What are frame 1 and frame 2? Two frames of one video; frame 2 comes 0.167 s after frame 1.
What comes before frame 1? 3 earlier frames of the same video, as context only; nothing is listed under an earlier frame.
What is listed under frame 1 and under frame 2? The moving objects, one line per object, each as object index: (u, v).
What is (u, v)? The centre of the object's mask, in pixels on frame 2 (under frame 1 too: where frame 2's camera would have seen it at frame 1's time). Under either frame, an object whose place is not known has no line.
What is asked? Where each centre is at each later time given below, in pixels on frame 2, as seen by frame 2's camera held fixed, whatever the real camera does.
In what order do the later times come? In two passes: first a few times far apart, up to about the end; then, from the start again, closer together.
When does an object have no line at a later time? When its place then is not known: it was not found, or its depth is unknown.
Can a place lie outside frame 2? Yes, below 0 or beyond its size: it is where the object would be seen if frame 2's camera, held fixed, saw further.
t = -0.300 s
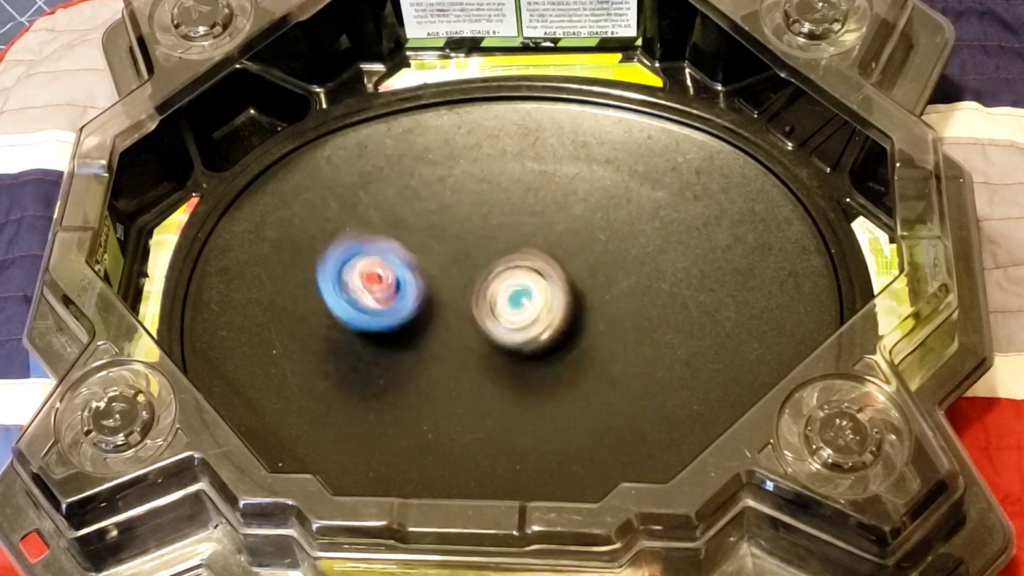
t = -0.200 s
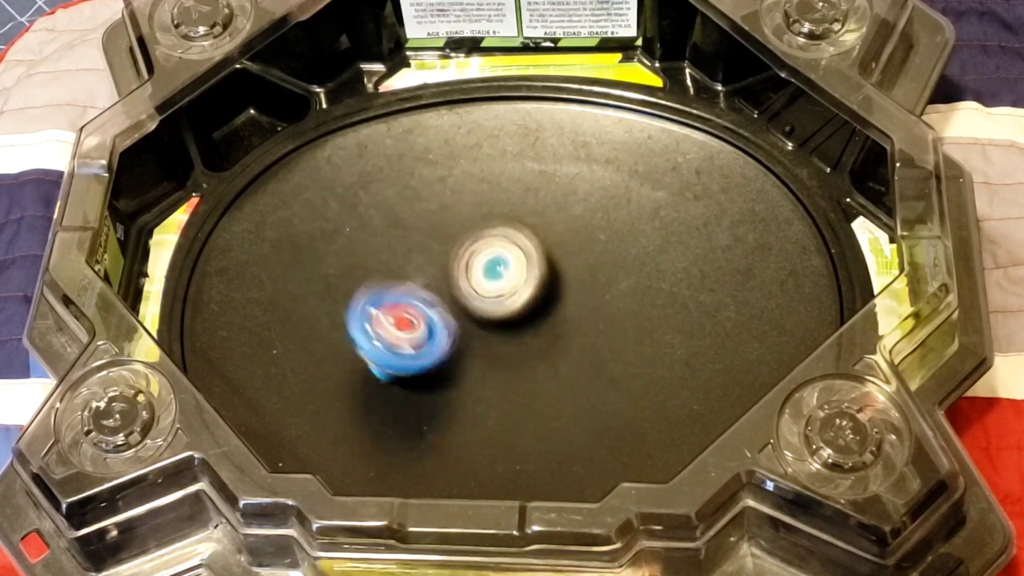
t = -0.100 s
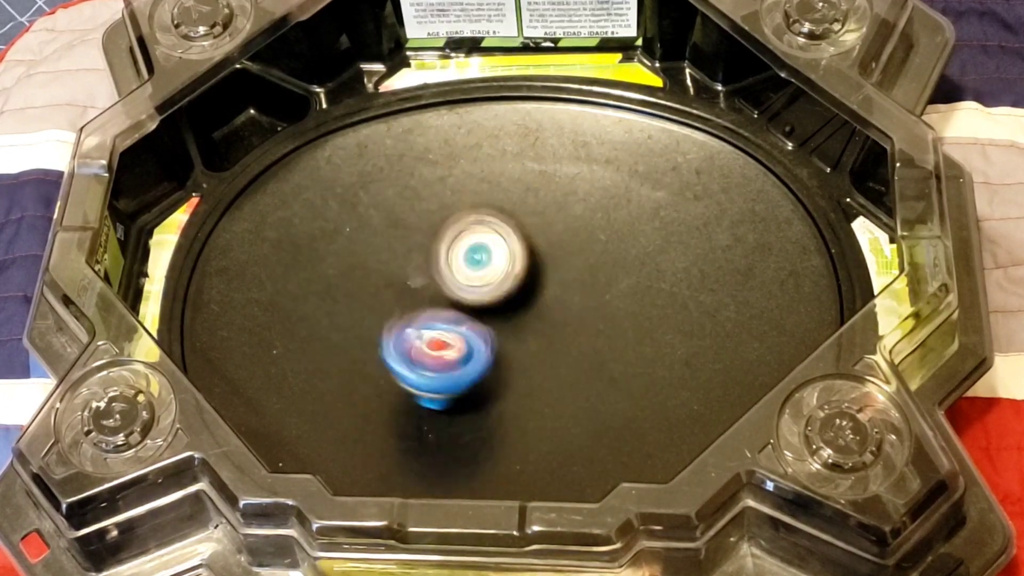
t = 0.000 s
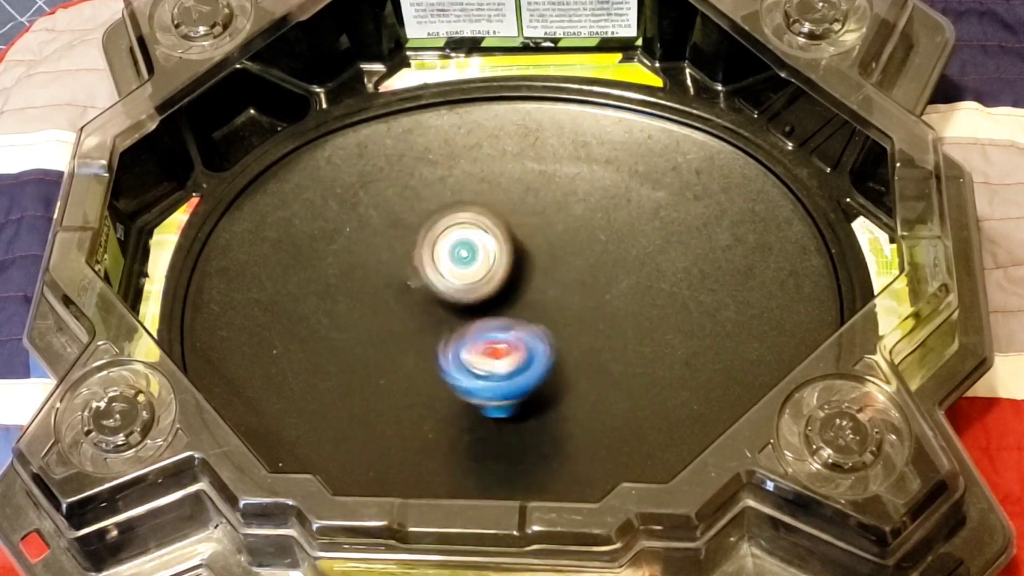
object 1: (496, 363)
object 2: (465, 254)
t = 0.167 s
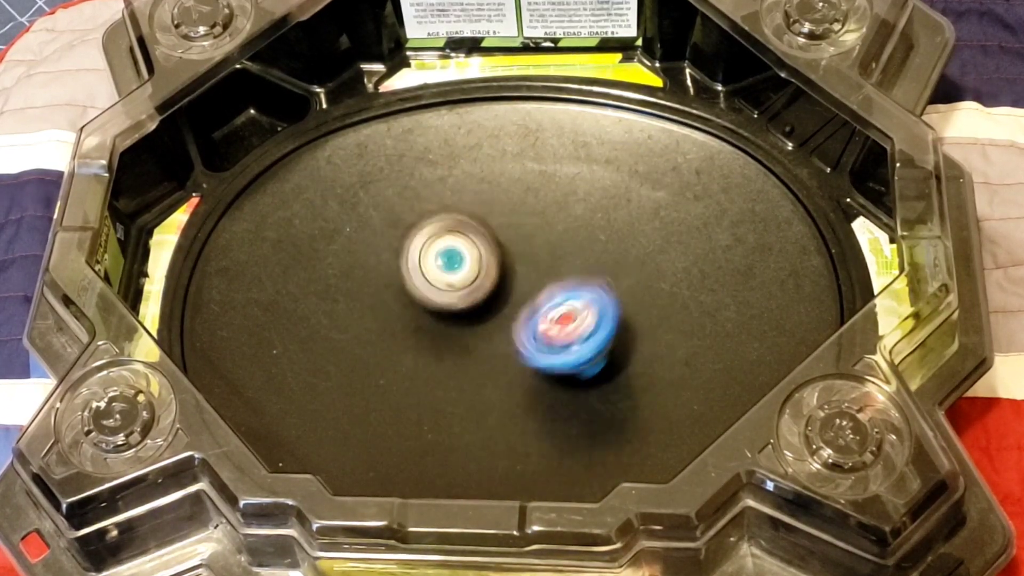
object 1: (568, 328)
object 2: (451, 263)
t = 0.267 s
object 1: (594, 287)
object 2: (446, 278)
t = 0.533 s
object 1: (572, 193)
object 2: (462, 329)
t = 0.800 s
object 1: (490, 224)
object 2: (516, 344)
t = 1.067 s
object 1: (432, 322)
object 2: (603, 313)
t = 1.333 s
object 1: (477, 393)
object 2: (615, 263)
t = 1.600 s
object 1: (555, 344)
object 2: (564, 258)
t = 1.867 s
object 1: (613, 345)
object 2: (391, 259)
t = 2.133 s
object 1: (551, 321)
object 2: (314, 343)
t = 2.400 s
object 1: (515, 331)
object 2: (391, 398)
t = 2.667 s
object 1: (486, 278)
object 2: (533, 371)
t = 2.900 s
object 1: (429, 269)
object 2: (619, 272)
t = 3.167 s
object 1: (458, 277)
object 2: (611, 193)
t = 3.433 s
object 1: (476, 286)
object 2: (547, 220)
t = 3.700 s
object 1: (491, 378)
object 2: (535, 252)
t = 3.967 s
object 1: (549, 384)
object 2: (569, 297)
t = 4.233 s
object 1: (568, 387)
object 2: (569, 281)
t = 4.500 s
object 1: (567, 388)
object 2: (540, 299)
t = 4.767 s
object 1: (571, 390)
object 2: (514, 316)
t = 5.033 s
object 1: (568, 388)
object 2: (489, 345)
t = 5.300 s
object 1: (561, 387)
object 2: (473, 349)
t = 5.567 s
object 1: (560, 387)
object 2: (472, 349)
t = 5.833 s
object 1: (559, 387)
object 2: (472, 349)
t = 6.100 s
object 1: (560, 387)
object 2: (472, 349)
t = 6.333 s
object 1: (559, 387)
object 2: (473, 349)
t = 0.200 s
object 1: (581, 314)
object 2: (448, 266)
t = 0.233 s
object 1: (590, 299)
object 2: (447, 271)
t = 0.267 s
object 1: (594, 287)
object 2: (446, 278)
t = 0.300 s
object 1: (596, 274)
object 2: (445, 285)
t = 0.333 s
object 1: (598, 263)
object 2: (445, 292)
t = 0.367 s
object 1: (599, 247)
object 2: (445, 299)
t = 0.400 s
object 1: (598, 233)
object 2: (447, 306)
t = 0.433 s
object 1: (592, 217)
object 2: (450, 313)
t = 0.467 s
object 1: (584, 209)
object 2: (453, 318)
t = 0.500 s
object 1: (581, 201)
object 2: (457, 324)
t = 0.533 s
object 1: (572, 193)
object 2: (462, 329)
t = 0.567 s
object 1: (561, 187)
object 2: (467, 334)
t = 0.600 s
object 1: (551, 186)
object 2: (472, 338)
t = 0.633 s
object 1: (542, 185)
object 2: (479, 340)
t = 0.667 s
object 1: (529, 189)
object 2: (485, 343)
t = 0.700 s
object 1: (521, 194)
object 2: (493, 345)
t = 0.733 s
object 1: (508, 200)
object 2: (500, 346)
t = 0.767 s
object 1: (496, 212)
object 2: (508, 346)
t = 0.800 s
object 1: (490, 224)
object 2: (516, 344)
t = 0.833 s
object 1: (483, 235)
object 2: (524, 343)
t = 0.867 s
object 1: (477, 247)
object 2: (533, 340)
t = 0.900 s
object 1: (470, 261)
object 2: (541, 338)
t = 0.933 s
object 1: (455, 276)
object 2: (556, 336)
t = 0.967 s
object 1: (445, 288)
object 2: (572, 333)
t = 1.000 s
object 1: (437, 301)
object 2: (583, 326)
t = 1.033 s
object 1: (434, 312)
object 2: (594, 319)
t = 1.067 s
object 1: (432, 322)
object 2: (603, 313)
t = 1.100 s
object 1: (430, 333)
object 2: (610, 305)
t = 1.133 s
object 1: (431, 343)
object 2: (615, 297)
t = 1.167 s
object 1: (433, 354)
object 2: (618, 290)
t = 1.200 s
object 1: (440, 366)
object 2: (620, 283)
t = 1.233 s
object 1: (450, 377)
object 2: (620, 277)
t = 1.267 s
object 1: (459, 385)
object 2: (620, 272)
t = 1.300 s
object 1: (467, 389)
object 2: (617, 268)
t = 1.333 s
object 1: (477, 393)
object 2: (615, 263)
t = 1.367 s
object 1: (491, 394)
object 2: (611, 261)
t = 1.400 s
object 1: (501, 392)
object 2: (608, 258)
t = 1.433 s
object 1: (510, 388)
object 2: (603, 258)
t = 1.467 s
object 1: (521, 380)
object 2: (599, 256)
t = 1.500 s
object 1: (535, 371)
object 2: (591, 257)
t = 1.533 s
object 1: (545, 360)
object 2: (583, 257)
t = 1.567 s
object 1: (550, 352)
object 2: (576, 258)
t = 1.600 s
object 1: (555, 344)
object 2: (564, 258)
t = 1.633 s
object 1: (567, 340)
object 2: (546, 257)
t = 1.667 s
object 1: (579, 349)
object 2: (520, 252)
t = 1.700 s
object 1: (595, 355)
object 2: (489, 246)
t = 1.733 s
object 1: (611, 355)
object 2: (463, 242)
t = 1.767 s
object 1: (621, 353)
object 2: (443, 243)
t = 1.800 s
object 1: (623, 350)
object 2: (422, 247)
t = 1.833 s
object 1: (621, 348)
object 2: (405, 252)
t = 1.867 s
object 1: (613, 345)
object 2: (391, 259)
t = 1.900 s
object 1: (603, 340)
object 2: (374, 267)
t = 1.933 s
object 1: (599, 333)
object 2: (360, 275)
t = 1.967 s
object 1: (593, 331)
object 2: (349, 285)
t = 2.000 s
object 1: (588, 327)
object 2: (338, 294)
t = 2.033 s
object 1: (579, 325)
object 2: (328, 309)
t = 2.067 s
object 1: (568, 323)
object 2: (321, 321)
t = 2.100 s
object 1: (561, 322)
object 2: (317, 332)
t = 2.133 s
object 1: (551, 321)
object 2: (314, 343)
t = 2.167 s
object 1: (545, 324)
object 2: (316, 352)
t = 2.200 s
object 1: (536, 325)
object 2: (320, 364)
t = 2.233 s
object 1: (531, 328)
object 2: (328, 373)
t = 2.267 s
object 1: (527, 332)
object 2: (337, 380)
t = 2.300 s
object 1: (524, 334)
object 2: (347, 386)
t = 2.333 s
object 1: (522, 335)
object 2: (359, 393)
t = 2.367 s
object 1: (518, 332)
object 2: (375, 397)
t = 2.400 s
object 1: (515, 331)
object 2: (391, 398)
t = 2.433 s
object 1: (512, 334)
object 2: (409, 398)
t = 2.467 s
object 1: (511, 336)
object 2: (427, 395)
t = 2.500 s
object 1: (512, 328)
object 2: (444, 396)
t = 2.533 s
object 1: (510, 313)
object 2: (461, 397)
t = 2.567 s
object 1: (506, 302)
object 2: (479, 394)
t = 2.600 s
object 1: (501, 292)
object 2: (497, 388)
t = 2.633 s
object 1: (494, 285)
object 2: (514, 380)
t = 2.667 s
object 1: (486, 278)
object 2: (533, 371)
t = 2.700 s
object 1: (478, 274)
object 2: (549, 359)
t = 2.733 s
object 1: (469, 272)
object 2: (564, 346)
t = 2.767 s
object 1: (461, 271)
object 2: (579, 332)
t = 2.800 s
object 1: (453, 272)
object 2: (591, 318)
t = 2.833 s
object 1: (444, 271)
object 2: (601, 303)
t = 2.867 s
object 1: (436, 271)
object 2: (612, 285)
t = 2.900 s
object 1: (429, 269)
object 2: (619, 272)
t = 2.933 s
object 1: (426, 268)
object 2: (623, 257)
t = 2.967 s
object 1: (425, 267)
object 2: (628, 242)
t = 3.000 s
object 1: (426, 267)
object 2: (629, 229)
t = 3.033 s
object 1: (429, 269)
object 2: (628, 217)
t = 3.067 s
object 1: (434, 272)
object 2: (625, 208)
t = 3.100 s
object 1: (441, 273)
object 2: (623, 201)
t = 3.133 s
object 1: (449, 274)
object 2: (617, 196)
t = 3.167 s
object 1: (458, 277)
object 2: (611, 193)
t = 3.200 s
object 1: (468, 277)
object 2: (604, 192)
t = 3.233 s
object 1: (475, 276)
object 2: (596, 193)
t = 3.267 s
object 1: (481, 275)
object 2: (587, 196)
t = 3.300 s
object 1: (488, 273)
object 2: (577, 200)
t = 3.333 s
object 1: (491, 273)
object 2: (567, 205)
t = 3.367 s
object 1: (484, 280)
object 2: (559, 207)
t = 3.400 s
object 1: (479, 283)
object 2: (553, 214)
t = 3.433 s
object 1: (476, 286)
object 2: (547, 220)
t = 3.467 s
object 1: (475, 292)
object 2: (542, 224)
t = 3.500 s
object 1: (475, 304)
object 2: (537, 228)
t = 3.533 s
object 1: (472, 319)
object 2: (531, 227)
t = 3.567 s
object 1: (473, 334)
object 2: (526, 228)
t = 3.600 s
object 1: (475, 348)
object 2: (526, 232)
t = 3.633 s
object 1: (479, 359)
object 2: (528, 240)
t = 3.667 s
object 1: (484, 369)
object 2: (533, 247)
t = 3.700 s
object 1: (491, 378)
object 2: (535, 252)
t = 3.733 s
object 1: (500, 383)
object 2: (537, 257)
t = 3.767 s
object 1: (509, 384)
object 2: (538, 266)
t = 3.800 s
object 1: (517, 386)
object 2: (540, 274)
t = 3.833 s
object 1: (525, 387)
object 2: (546, 279)
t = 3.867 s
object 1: (531, 387)
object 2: (552, 286)
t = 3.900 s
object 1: (538, 386)
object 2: (557, 291)
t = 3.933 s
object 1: (544, 385)
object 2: (563, 294)
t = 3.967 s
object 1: (549, 384)
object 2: (569, 297)
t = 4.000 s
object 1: (554, 388)
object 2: (570, 297)
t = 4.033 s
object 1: (558, 387)
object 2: (574, 296)
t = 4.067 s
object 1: (560, 389)
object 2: (574, 296)
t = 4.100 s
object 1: (561, 388)
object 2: (573, 292)
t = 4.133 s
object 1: (563, 388)
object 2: (572, 289)
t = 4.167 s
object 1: (565, 387)
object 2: (571, 287)
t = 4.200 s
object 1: (567, 387)
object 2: (570, 283)
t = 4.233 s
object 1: (568, 387)
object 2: (569, 281)
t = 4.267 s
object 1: (569, 387)
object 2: (566, 283)
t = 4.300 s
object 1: (567, 387)
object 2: (564, 286)
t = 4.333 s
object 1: (566, 387)
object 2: (564, 289)
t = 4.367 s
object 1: (565, 388)
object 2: (557, 291)
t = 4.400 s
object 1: (566, 388)
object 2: (554, 292)
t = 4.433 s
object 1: (567, 388)
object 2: (547, 295)
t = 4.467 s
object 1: (566, 387)
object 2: (545, 297)
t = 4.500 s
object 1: (567, 388)
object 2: (540, 299)
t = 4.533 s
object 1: (569, 389)
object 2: (537, 301)
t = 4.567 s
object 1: (567, 388)
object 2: (532, 303)
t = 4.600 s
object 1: (569, 390)
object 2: (528, 304)
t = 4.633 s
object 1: (570, 390)
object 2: (523, 307)
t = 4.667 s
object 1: (568, 389)
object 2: (521, 308)
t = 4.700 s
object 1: (570, 390)
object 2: (517, 310)
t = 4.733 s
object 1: (571, 390)
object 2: (514, 314)
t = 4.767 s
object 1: (571, 390)
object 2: (514, 316)
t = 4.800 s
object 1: (573, 390)
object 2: (513, 319)
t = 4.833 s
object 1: (573, 390)
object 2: (510, 322)
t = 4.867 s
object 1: (575, 390)
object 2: (505, 325)
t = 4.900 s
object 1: (574, 389)
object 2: (501, 329)
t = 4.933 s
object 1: (571, 389)
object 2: (499, 334)
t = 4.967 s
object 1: (569, 389)
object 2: (496, 339)
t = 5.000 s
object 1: (569, 388)
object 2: (493, 343)
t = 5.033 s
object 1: (568, 388)
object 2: (489, 345)
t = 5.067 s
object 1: (568, 388)
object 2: (485, 347)
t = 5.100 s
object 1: (568, 387)
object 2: (482, 347)
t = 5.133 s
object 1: (567, 387)
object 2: (480, 349)
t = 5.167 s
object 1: (566, 387)
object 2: (477, 349)
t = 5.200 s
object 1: (564, 387)
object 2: (475, 349)
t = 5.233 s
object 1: (563, 387)
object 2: (473, 349)
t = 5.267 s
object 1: (562, 387)
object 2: (473, 349)
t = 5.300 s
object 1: (561, 387)
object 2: (473, 349)
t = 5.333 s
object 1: (561, 387)
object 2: (473, 349)
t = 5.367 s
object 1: (560, 387)
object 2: (472, 349)
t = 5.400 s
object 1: (560, 387)
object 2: (472, 349)
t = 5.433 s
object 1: (560, 387)
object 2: (472, 349)
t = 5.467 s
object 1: (559, 387)
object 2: (472, 349)
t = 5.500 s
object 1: (559, 387)
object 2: (472, 349)
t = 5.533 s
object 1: (560, 387)
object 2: (472, 349)
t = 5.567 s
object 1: (560, 387)
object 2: (472, 349)
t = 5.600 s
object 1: (559, 387)
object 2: (472, 349)
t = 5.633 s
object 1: (559, 387)
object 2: (472, 349)
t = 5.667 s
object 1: (559, 387)
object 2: (472, 349)
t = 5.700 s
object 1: (560, 387)
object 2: (472, 349)
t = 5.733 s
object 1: (560, 387)
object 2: (472, 349)
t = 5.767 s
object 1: (559, 387)
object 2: (472, 349)
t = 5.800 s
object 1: (559, 387)
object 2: (472, 349)
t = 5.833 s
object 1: (559, 387)
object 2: (472, 349)
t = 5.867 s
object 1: (559, 387)
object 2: (472, 349)
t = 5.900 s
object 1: (560, 387)
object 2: (472, 349)
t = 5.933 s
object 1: (560, 387)
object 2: (472, 349)
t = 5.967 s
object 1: (560, 387)
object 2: (472, 349)
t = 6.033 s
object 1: (559, 387)
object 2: (472, 349)
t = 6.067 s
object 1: (559, 387)
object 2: (472, 349)
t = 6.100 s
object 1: (560, 387)
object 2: (472, 349)
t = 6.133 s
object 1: (559, 387)
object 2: (472, 349)
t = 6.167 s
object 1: (559, 387)
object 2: (472, 349)
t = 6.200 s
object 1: (559, 387)
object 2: (472, 349)
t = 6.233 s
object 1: (559, 387)
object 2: (472, 349)
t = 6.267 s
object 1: (559, 387)
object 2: (472, 349)
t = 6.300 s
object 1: (559, 387)
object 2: (472, 349)
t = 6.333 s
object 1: (559, 387)
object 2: (473, 349)
